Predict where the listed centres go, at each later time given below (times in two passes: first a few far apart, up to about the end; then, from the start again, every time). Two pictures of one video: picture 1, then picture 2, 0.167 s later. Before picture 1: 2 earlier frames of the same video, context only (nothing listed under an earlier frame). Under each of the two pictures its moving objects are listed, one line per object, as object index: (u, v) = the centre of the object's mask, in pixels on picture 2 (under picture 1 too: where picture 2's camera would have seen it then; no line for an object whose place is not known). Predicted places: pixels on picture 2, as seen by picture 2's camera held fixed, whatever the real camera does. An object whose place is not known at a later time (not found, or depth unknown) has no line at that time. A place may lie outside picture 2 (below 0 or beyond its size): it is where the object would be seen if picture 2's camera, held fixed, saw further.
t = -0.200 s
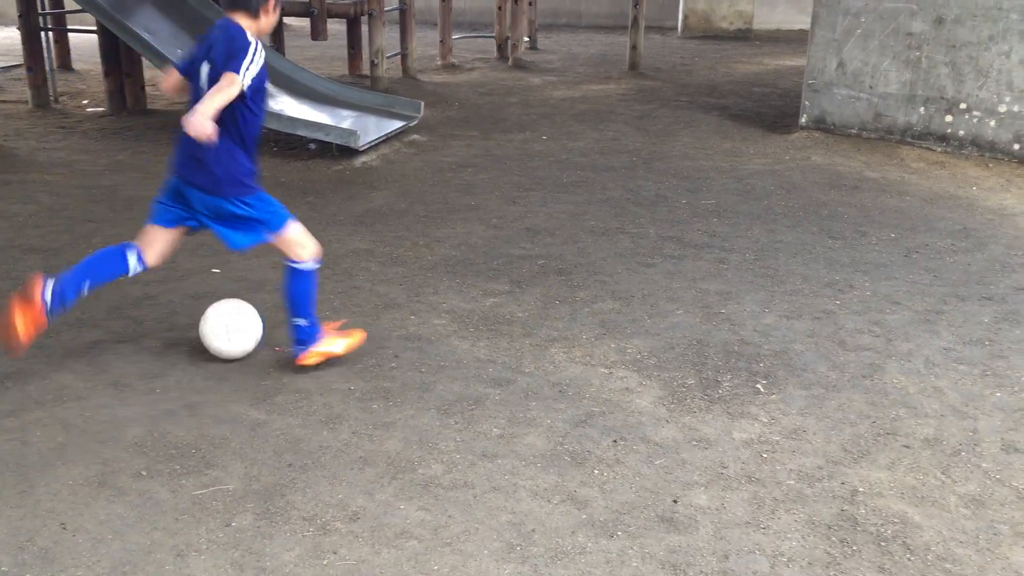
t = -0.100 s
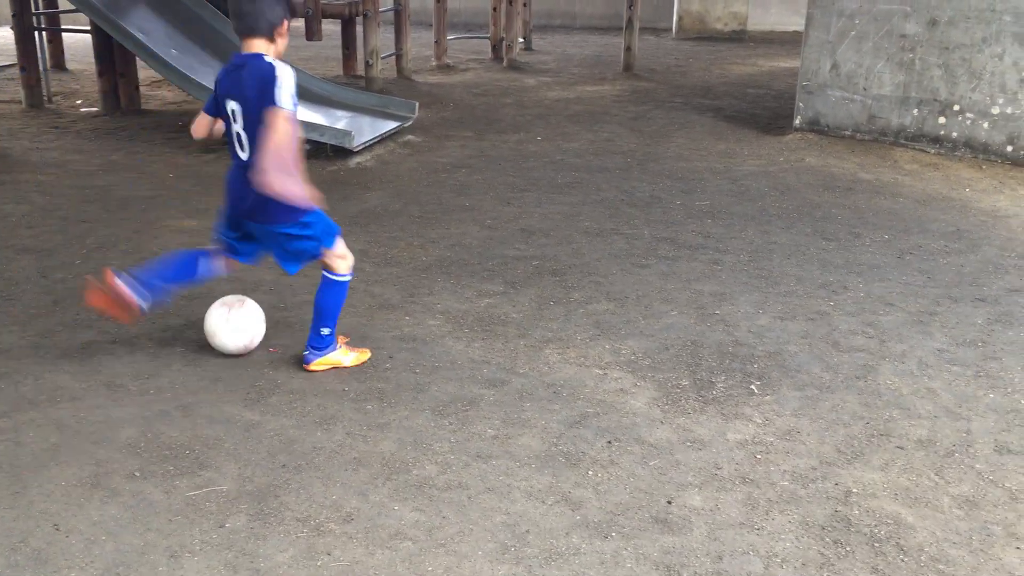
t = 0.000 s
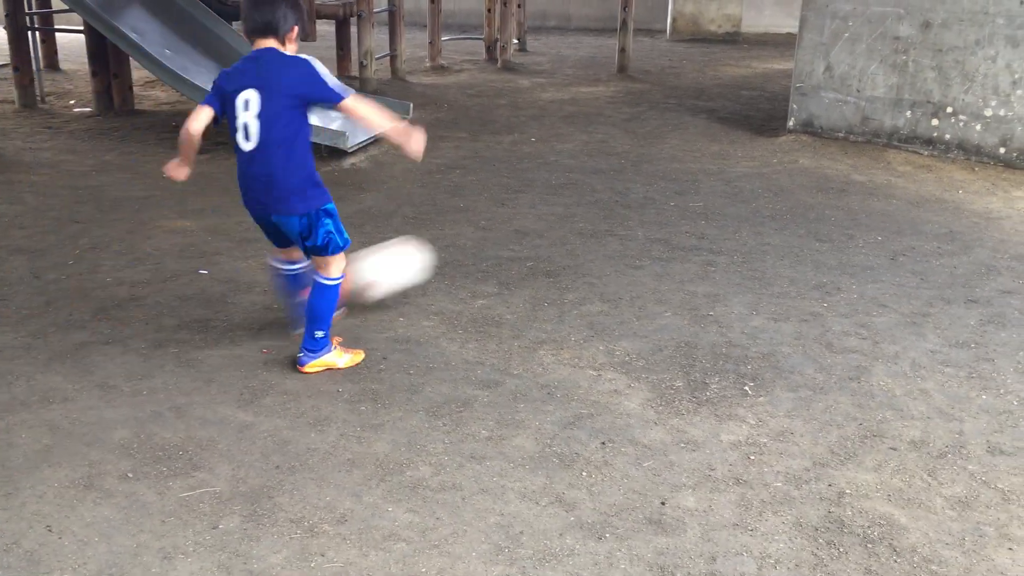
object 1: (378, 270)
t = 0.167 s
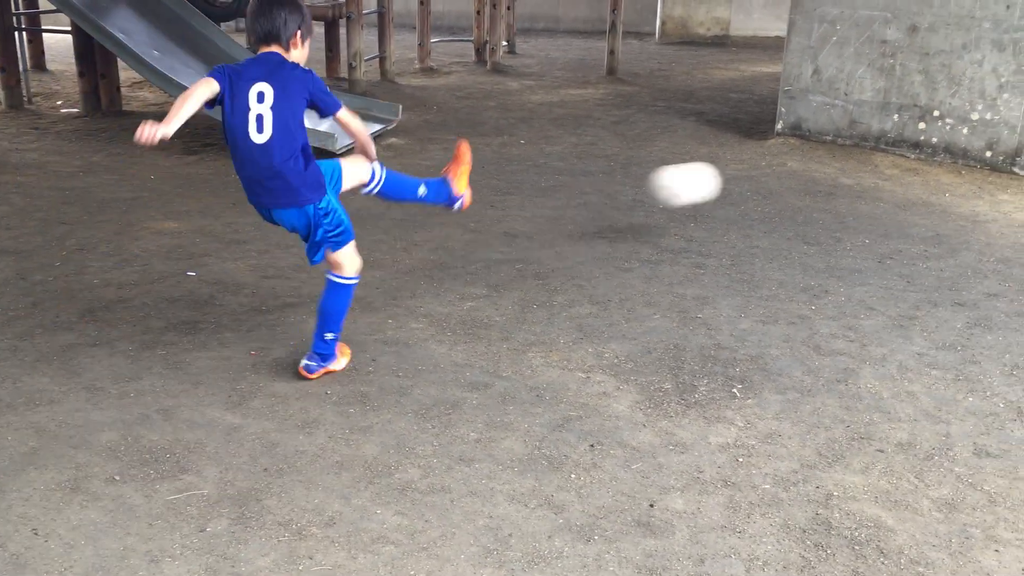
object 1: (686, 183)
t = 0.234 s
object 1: (778, 171)
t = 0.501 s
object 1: (981, 151)
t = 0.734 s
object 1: (846, 172)
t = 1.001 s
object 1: (686, 206)
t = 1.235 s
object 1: (536, 282)
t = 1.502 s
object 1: (364, 311)
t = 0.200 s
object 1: (734, 176)
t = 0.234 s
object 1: (778, 171)
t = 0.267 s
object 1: (818, 169)
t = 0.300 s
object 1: (856, 169)
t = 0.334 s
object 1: (888, 171)
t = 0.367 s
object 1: (920, 174)
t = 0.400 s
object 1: (949, 176)
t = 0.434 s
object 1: (973, 166)
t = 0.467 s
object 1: (992, 157)
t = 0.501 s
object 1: (981, 151)
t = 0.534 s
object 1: (965, 148)
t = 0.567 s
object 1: (947, 147)
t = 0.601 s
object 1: (930, 147)
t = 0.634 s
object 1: (912, 149)
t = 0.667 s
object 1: (891, 154)
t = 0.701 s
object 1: (869, 162)
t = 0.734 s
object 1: (846, 172)
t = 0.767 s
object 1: (823, 184)
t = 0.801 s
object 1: (797, 199)
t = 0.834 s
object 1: (772, 215)
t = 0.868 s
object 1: (753, 218)
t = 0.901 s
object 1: (737, 212)
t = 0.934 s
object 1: (721, 208)
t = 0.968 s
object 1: (703, 206)
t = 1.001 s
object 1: (686, 206)
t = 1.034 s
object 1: (666, 209)
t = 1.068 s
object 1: (647, 215)
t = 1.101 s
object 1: (627, 222)
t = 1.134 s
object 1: (605, 234)
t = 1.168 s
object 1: (582, 248)
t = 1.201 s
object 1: (559, 265)
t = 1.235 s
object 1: (536, 282)
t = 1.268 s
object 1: (517, 281)
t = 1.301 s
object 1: (497, 276)
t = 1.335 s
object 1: (477, 274)
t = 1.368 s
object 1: (456, 276)
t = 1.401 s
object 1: (434, 280)
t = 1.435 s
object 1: (412, 287)
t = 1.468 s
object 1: (388, 298)
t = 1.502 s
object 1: (364, 311)
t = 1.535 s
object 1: (340, 326)
